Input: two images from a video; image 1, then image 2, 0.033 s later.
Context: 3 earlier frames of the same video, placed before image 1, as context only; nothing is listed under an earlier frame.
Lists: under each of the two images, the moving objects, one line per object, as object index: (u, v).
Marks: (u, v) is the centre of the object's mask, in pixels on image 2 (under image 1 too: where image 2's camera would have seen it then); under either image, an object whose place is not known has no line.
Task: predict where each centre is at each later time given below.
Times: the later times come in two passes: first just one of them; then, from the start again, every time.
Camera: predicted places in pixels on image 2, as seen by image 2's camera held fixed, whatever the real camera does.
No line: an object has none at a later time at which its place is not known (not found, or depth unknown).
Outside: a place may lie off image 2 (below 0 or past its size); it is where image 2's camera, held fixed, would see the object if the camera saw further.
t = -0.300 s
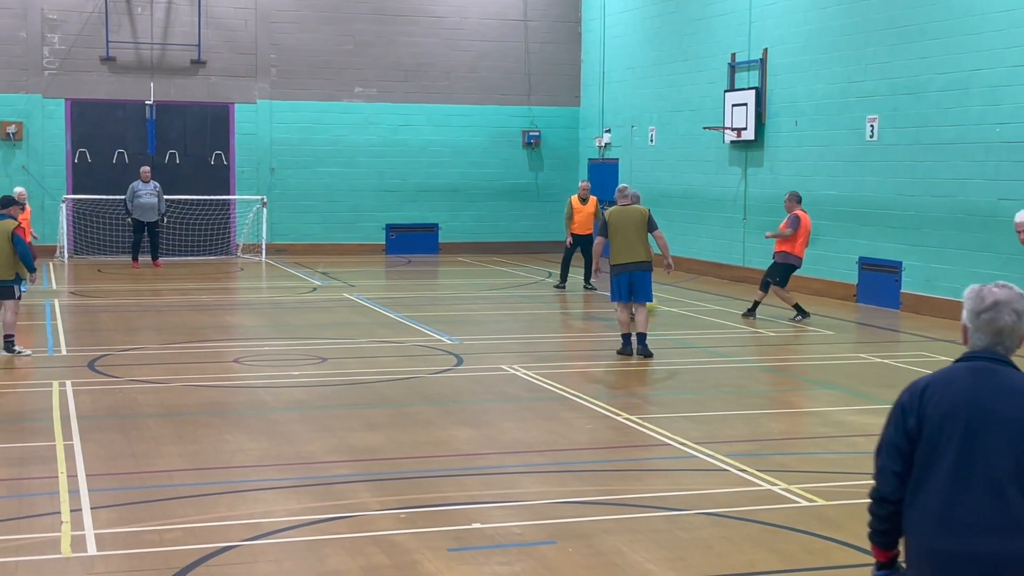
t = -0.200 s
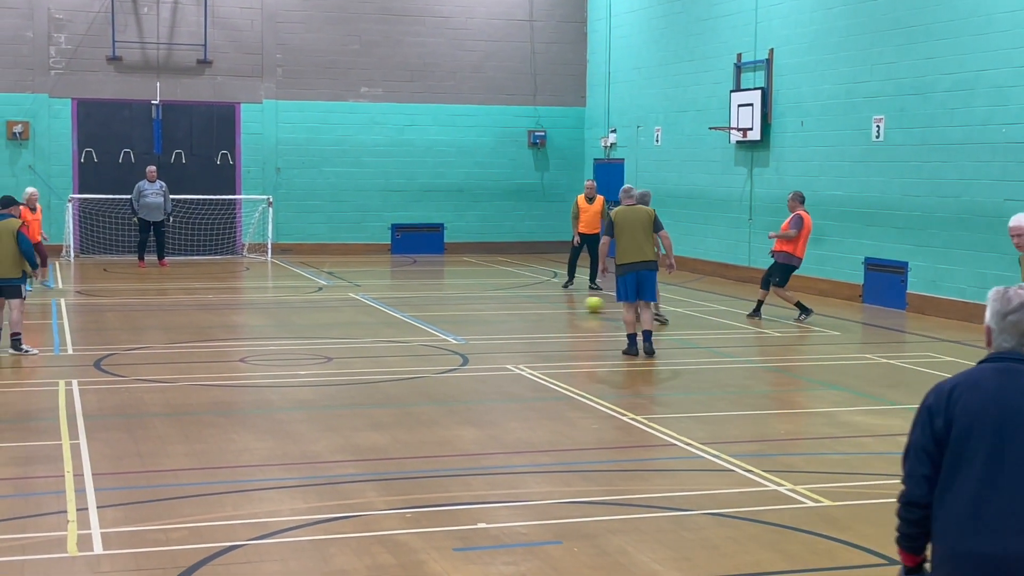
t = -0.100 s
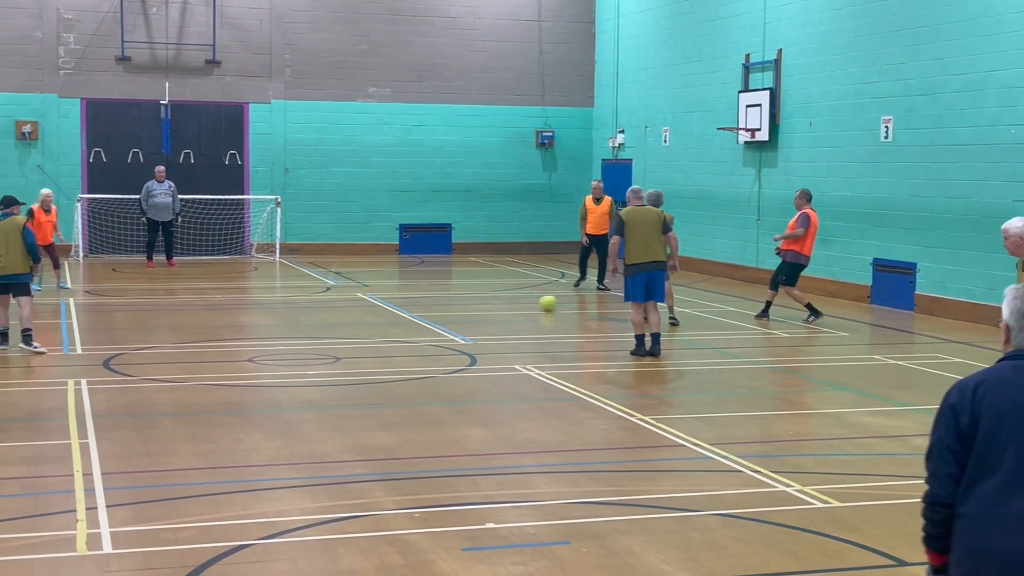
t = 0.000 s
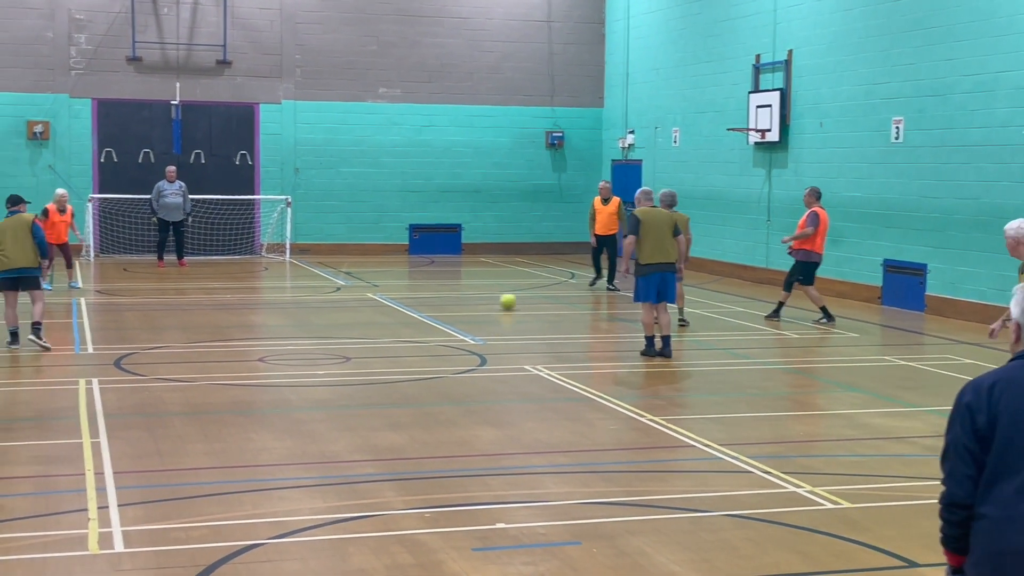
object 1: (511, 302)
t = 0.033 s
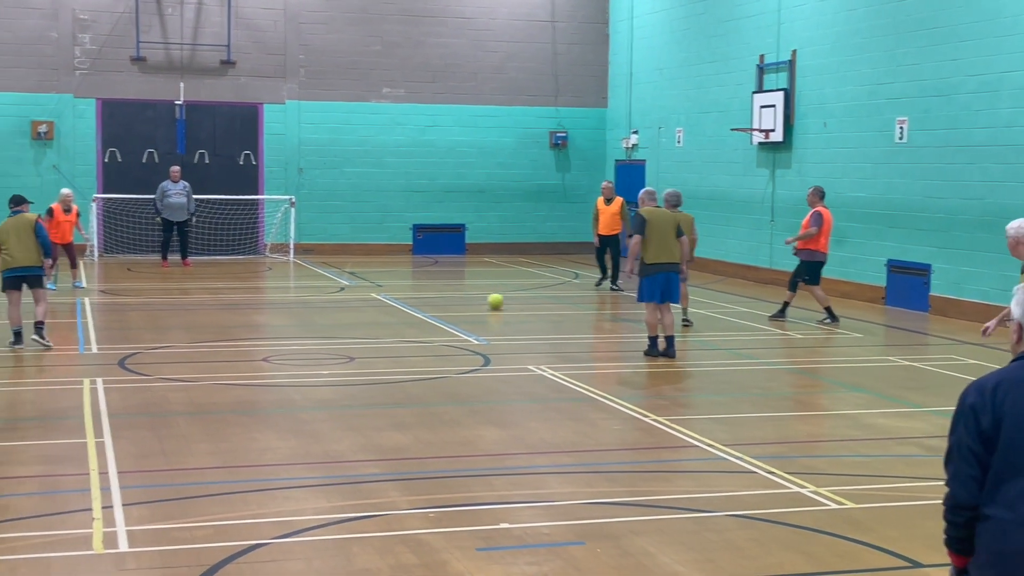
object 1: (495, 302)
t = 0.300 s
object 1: (388, 298)
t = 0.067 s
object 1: (481, 301)
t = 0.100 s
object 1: (467, 301)
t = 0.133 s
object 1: (452, 300)
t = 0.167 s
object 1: (439, 300)
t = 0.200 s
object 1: (426, 299)
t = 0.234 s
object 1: (413, 299)
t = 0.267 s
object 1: (400, 298)
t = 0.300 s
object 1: (388, 298)
